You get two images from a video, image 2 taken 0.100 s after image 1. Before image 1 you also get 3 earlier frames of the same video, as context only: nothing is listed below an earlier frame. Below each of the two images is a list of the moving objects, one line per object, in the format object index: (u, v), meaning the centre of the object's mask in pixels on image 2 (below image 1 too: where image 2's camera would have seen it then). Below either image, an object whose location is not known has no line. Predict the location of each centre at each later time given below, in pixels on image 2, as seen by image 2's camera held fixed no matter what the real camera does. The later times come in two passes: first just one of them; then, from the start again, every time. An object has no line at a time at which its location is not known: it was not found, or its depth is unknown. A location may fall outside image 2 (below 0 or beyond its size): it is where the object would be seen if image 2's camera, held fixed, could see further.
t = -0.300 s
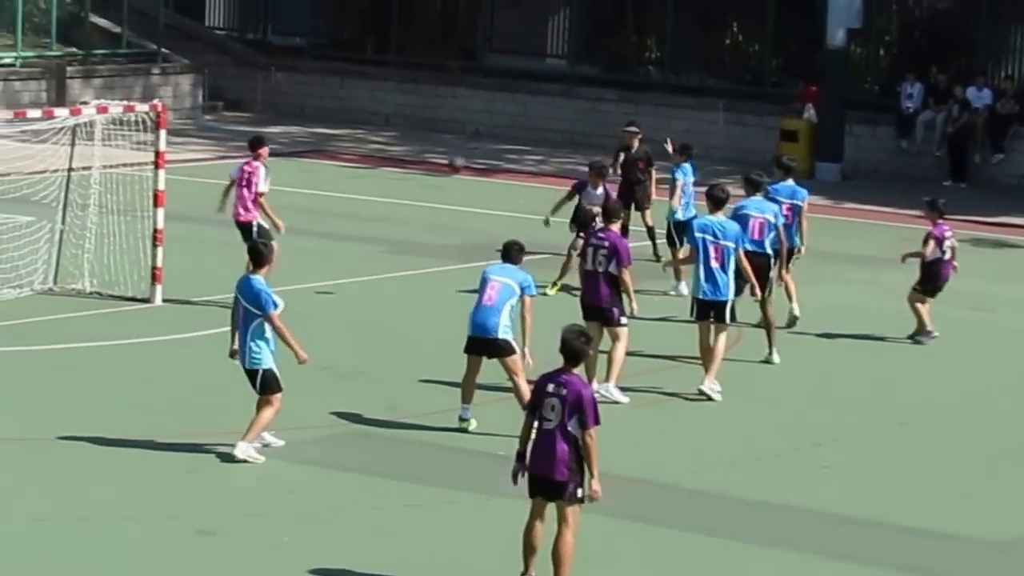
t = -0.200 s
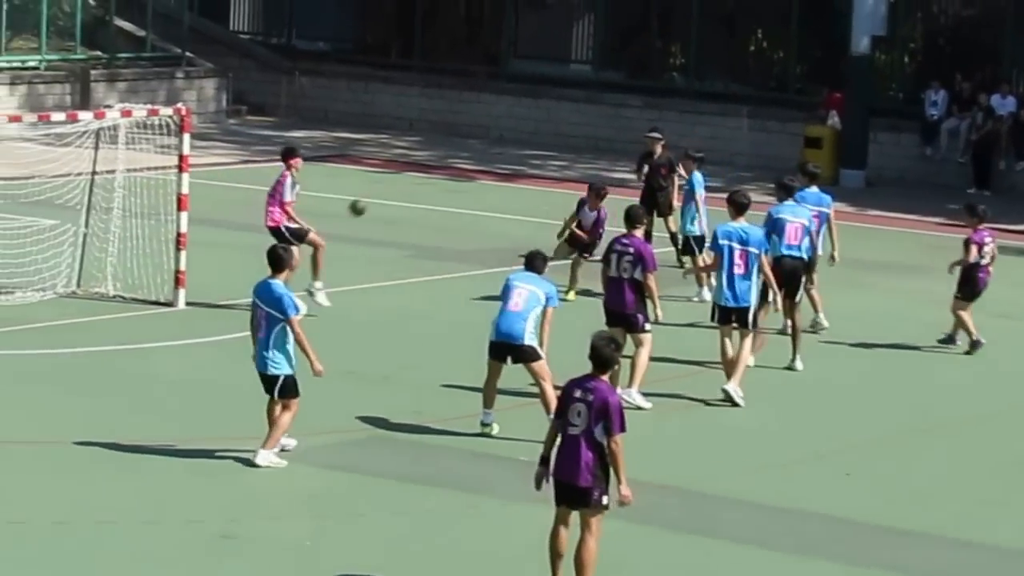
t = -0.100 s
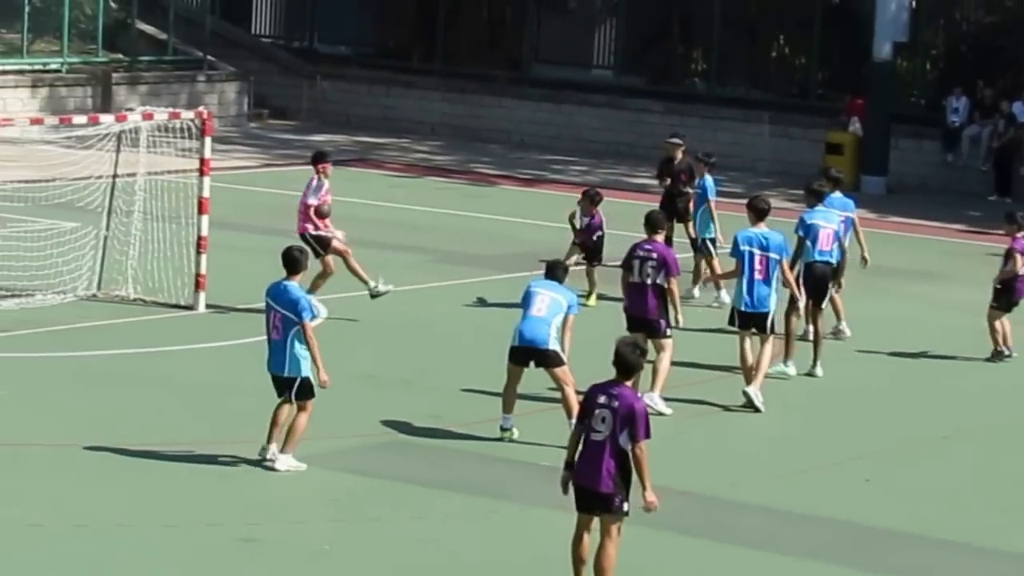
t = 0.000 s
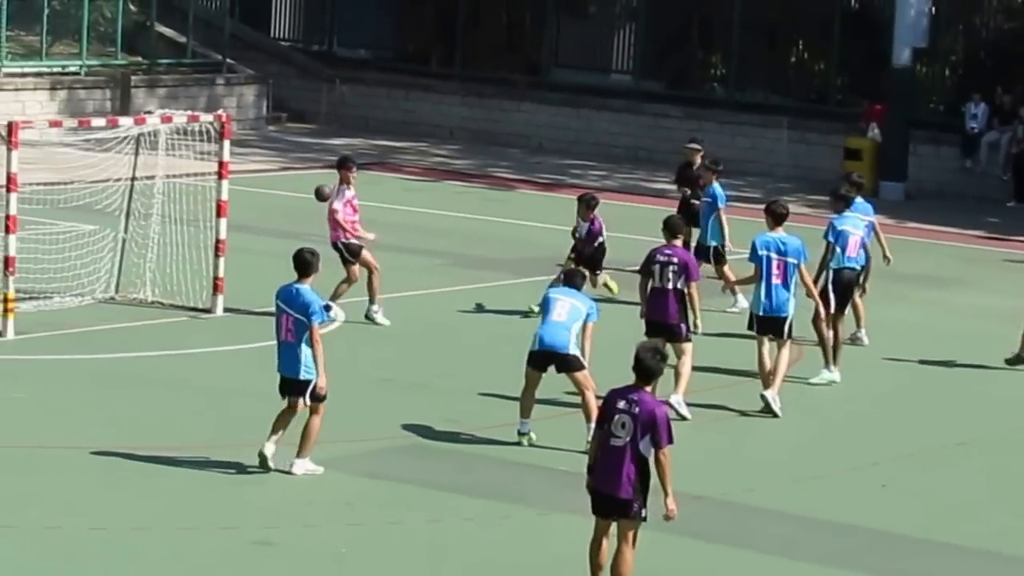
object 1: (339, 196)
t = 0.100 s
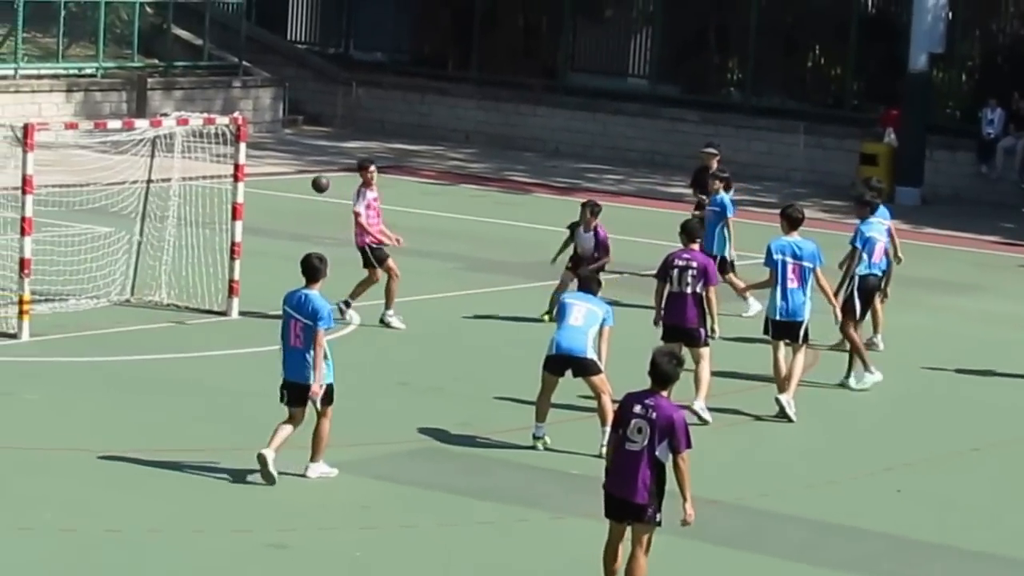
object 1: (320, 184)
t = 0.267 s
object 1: (287, 185)
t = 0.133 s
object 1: (314, 181)
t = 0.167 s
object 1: (308, 181)
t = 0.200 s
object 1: (301, 181)
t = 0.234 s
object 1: (294, 182)
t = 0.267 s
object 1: (287, 185)
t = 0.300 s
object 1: (280, 189)
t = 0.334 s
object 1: (273, 194)
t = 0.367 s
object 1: (266, 200)
